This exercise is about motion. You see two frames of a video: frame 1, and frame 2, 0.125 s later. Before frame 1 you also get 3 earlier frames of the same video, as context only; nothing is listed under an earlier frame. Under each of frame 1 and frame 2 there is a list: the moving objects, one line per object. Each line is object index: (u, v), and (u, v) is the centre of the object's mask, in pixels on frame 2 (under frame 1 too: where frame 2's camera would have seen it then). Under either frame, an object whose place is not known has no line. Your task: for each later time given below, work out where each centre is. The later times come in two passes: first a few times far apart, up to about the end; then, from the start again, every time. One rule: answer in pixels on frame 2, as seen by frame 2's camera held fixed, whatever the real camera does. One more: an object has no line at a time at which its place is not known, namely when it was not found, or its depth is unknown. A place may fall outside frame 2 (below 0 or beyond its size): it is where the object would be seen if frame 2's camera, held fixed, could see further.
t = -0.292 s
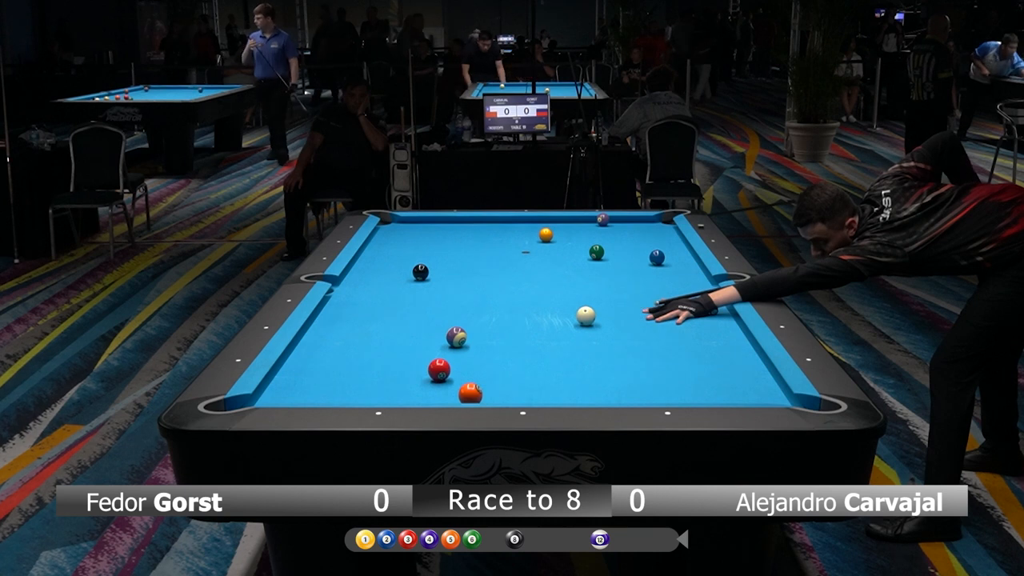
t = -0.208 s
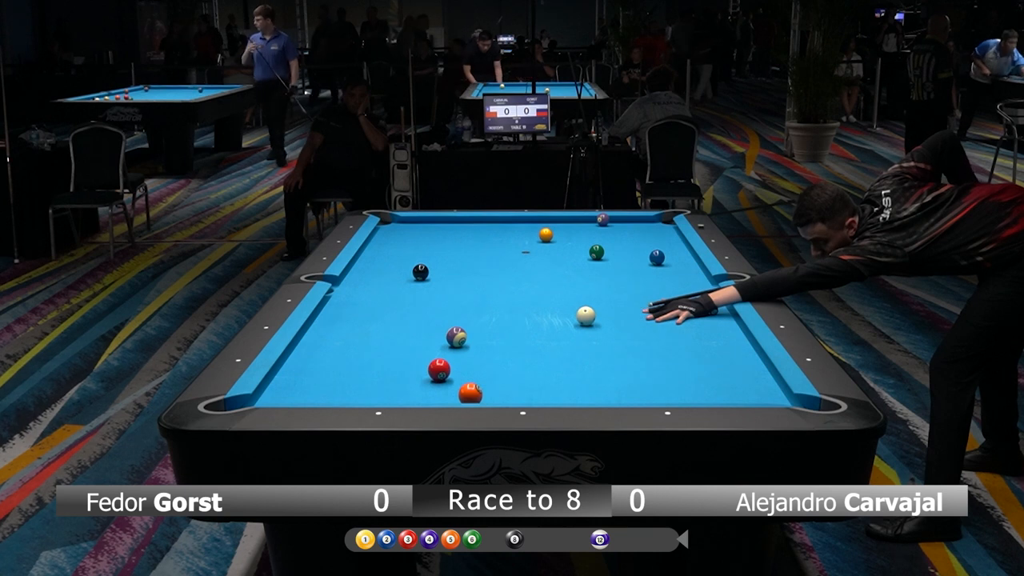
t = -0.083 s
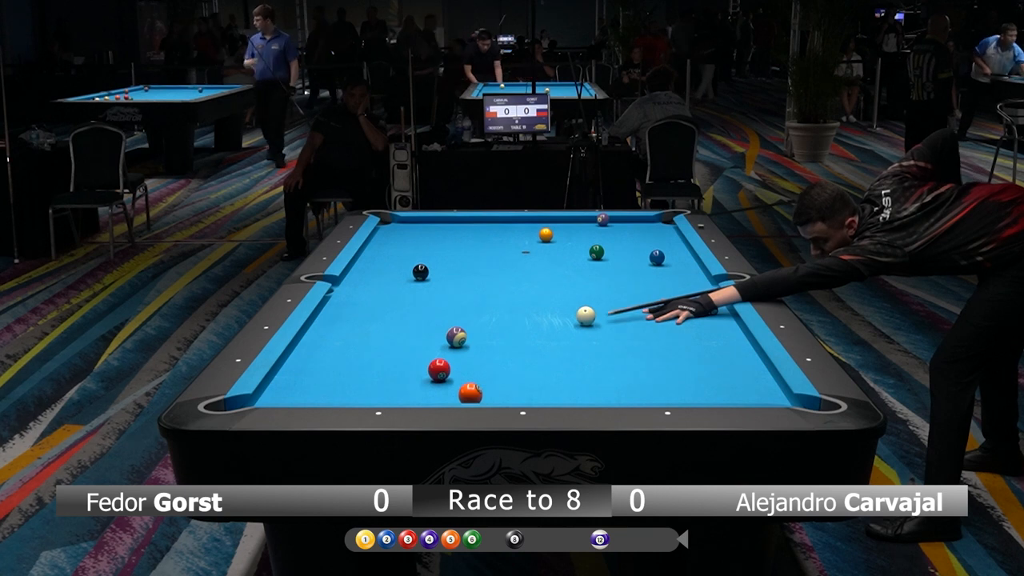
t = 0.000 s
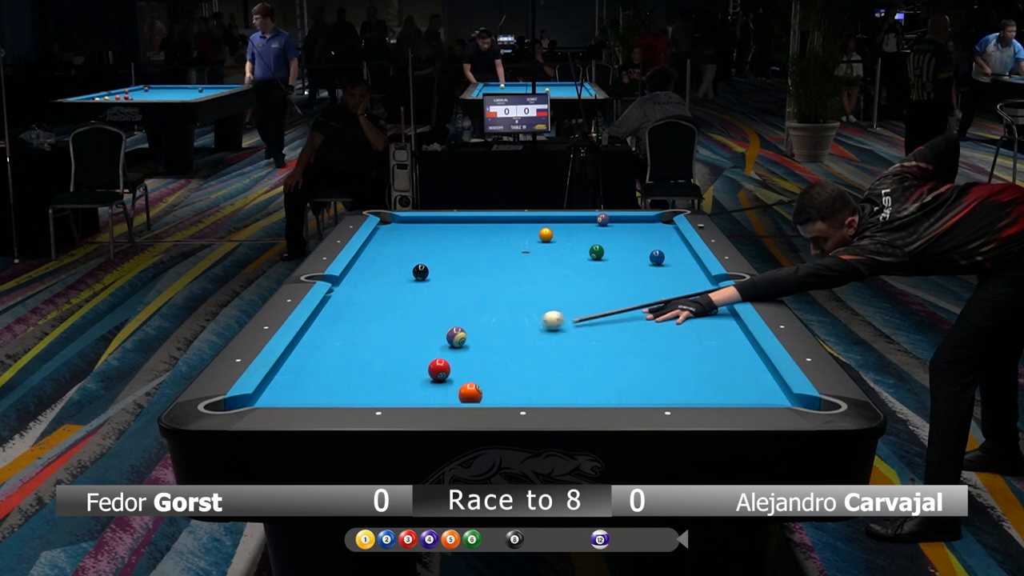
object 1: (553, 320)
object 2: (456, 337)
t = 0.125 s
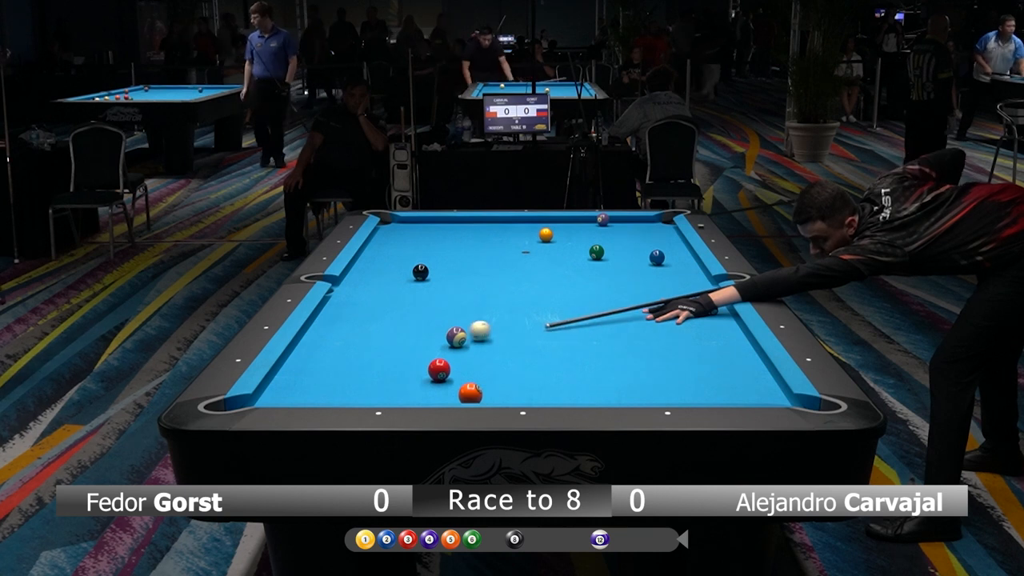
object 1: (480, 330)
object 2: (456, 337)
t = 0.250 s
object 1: (450, 329)
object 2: (423, 348)
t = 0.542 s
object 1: (407, 322)
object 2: (344, 376)
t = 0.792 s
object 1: (373, 316)
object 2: (269, 397)
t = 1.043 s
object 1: (343, 311)
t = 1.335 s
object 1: (338, 305)
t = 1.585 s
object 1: (359, 300)
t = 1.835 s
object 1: (379, 296)
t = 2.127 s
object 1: (399, 292)
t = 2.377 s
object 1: (414, 288)
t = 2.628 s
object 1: (428, 286)
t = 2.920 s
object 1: (442, 283)
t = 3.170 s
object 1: (452, 281)
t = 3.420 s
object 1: (461, 279)
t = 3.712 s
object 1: (469, 277)
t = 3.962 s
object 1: (475, 275)
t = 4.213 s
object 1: (479, 275)
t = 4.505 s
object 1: (482, 274)
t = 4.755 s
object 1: (484, 273)
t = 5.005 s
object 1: (485, 273)
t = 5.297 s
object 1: (485, 273)
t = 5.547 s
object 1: (484, 273)
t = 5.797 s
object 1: (485, 273)
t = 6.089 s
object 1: (485, 273)
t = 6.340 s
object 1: (484, 273)
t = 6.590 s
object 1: (485, 273)
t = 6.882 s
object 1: (484, 273)
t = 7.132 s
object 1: (484, 273)
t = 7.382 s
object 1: (484, 273)
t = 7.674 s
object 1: (484, 273)
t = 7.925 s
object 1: (484, 273)
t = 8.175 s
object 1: (484, 273)
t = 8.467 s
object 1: (484, 273)
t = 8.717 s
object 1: (484, 273)
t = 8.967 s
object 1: (484, 273)
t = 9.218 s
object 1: (484, 273)
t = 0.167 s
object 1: (465, 331)
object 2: (449, 339)
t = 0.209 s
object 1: (457, 330)
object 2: (436, 344)
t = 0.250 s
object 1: (450, 329)
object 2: (423, 348)
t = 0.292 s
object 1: (444, 328)
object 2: (412, 352)
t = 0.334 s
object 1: (437, 327)
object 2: (400, 356)
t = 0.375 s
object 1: (431, 326)
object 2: (389, 360)
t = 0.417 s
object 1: (425, 325)
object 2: (378, 364)
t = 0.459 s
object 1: (419, 324)
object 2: (367, 368)
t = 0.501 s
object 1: (413, 323)
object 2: (355, 372)
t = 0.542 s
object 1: (407, 322)
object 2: (344, 376)
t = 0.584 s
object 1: (401, 321)
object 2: (332, 380)
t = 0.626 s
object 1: (395, 320)
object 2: (320, 384)
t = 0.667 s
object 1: (390, 319)
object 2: (307, 389)
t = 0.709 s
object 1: (384, 318)
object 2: (295, 392)
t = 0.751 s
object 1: (379, 317)
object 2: (282, 394)
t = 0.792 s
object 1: (373, 316)
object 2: (269, 397)
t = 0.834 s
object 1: (368, 315)
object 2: (255, 400)
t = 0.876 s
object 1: (363, 314)
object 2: (242, 406)
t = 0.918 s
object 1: (358, 313)
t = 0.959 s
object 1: (352, 312)
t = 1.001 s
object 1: (348, 312)
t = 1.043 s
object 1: (343, 311)
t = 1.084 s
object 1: (338, 310)
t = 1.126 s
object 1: (333, 309)
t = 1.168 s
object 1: (328, 308)
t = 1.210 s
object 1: (326, 307)
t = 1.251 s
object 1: (330, 307)
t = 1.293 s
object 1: (334, 306)
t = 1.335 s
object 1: (338, 305)
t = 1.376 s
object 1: (341, 304)
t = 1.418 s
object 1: (345, 303)
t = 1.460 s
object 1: (349, 302)
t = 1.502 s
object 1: (352, 302)
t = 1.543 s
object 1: (356, 301)
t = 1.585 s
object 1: (359, 300)
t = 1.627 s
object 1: (363, 300)
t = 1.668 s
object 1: (366, 299)
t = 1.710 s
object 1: (369, 298)
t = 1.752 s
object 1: (373, 297)
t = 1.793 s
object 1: (376, 297)
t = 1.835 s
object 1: (379, 296)
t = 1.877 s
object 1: (382, 295)
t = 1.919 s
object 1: (385, 295)
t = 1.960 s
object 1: (388, 294)
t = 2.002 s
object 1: (391, 293)
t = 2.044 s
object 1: (394, 293)
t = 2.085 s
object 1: (396, 292)
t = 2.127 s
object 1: (399, 292)
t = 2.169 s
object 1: (402, 291)
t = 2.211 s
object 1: (405, 290)
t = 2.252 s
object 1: (407, 290)
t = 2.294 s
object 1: (410, 289)
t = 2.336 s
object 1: (412, 289)
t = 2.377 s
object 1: (414, 288)
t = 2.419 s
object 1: (417, 288)
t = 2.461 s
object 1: (419, 287)
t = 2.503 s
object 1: (422, 287)
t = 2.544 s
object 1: (424, 286)
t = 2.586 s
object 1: (426, 286)
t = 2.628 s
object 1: (428, 286)
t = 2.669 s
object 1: (430, 285)
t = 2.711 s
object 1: (432, 285)
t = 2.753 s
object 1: (434, 284)
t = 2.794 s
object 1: (436, 284)
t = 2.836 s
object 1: (438, 283)
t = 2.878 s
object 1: (440, 283)
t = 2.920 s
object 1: (442, 283)
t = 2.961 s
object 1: (444, 282)
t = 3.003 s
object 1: (446, 282)
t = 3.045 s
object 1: (447, 282)
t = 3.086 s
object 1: (449, 281)
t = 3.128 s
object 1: (450, 281)
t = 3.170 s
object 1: (452, 281)
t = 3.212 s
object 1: (454, 280)
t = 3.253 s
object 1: (455, 280)
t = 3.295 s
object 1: (456, 279)
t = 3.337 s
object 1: (458, 279)
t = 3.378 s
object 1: (459, 279)
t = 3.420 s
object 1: (461, 279)
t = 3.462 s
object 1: (462, 278)
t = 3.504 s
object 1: (463, 278)
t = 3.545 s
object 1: (464, 278)
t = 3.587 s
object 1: (466, 277)
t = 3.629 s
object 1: (467, 277)
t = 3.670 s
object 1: (468, 277)
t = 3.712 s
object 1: (469, 277)
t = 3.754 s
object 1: (470, 277)
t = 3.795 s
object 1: (471, 276)
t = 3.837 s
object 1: (472, 276)
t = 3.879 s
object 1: (473, 276)
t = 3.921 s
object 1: (474, 275)
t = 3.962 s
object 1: (475, 275)
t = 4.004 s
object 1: (475, 275)
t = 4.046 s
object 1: (476, 275)
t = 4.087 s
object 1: (477, 275)
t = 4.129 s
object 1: (478, 275)
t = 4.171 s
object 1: (478, 275)
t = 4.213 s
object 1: (479, 275)
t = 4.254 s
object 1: (480, 274)
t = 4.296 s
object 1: (480, 274)
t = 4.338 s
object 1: (481, 274)
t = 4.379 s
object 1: (481, 274)
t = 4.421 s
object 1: (482, 274)
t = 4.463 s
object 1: (482, 274)
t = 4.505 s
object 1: (482, 274)
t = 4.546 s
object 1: (483, 273)
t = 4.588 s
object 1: (483, 273)
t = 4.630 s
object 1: (483, 273)
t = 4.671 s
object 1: (483, 273)
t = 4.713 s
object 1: (484, 273)
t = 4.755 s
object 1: (484, 273)
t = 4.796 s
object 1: (484, 273)
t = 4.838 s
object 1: (484, 273)
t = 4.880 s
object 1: (484, 273)
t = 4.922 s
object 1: (485, 273)
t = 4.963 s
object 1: (485, 273)
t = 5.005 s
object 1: (485, 273)
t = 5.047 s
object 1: (485, 273)
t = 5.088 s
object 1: (485, 273)
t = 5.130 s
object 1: (485, 273)
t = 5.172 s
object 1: (485, 273)
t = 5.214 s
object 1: (485, 273)
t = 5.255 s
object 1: (485, 273)
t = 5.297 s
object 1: (485, 273)
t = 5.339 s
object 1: (485, 273)
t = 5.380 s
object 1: (485, 273)
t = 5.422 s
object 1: (485, 273)
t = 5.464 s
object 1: (485, 273)
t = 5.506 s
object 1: (485, 273)
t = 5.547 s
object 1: (484, 273)
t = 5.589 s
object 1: (485, 273)
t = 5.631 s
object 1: (485, 273)
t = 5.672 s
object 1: (484, 273)
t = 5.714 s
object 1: (485, 273)
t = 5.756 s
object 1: (484, 273)
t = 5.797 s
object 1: (485, 273)
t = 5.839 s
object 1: (485, 273)
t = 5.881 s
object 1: (485, 273)
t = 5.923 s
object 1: (484, 273)
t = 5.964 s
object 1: (485, 273)
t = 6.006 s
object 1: (484, 273)
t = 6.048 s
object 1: (485, 273)
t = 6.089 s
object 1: (485, 273)
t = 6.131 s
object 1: (485, 273)
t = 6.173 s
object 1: (484, 273)
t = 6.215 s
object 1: (484, 273)
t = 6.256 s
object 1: (484, 273)
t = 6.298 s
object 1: (485, 273)
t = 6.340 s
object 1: (484, 273)
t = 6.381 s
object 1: (484, 273)
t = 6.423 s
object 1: (484, 273)
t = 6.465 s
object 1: (484, 273)
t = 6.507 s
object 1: (484, 273)
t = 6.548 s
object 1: (484, 273)
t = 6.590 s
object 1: (485, 273)
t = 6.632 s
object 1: (484, 273)
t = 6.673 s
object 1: (484, 273)
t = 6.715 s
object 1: (484, 273)
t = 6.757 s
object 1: (484, 273)
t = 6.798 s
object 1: (485, 273)
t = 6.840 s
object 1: (484, 273)
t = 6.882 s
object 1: (484, 273)
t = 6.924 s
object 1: (484, 273)
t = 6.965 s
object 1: (484, 273)
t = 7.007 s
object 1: (484, 273)
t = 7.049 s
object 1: (484, 273)
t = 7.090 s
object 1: (484, 273)
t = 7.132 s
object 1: (484, 273)
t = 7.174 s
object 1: (484, 273)
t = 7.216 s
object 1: (484, 273)
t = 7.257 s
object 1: (484, 273)
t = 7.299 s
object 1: (484, 273)
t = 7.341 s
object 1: (484, 273)
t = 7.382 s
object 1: (484, 273)
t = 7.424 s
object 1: (484, 273)
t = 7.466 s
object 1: (484, 273)
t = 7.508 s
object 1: (484, 273)
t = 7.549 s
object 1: (484, 273)
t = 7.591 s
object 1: (484, 273)
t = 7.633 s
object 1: (484, 273)
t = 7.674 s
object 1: (484, 273)
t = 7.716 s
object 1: (484, 273)
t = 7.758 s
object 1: (484, 273)
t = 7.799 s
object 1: (484, 273)
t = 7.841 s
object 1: (484, 273)
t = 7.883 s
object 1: (484, 273)
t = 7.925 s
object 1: (484, 273)
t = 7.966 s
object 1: (484, 273)
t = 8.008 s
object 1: (484, 273)
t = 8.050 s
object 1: (484, 273)
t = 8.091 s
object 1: (484, 273)
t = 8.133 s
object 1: (484, 273)
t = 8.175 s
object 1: (484, 273)
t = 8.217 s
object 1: (484, 273)
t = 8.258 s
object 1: (484, 273)
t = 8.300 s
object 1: (484, 273)
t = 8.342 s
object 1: (484, 273)
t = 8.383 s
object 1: (484, 273)
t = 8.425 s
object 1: (484, 273)
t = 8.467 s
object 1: (484, 273)
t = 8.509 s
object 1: (484, 273)
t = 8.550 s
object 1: (484, 273)
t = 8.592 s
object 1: (484, 273)
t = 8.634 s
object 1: (484, 273)
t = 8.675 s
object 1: (484, 273)
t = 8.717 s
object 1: (484, 273)
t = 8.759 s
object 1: (484, 273)
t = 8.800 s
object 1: (484, 273)
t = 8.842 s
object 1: (484, 273)
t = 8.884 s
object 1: (484, 273)
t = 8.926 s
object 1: (484, 273)
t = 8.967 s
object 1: (484, 273)
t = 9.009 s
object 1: (484, 273)
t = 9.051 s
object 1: (484, 273)
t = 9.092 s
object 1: (484, 273)
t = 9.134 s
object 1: (484, 273)
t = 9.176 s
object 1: (484, 273)
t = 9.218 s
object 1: (484, 273)
